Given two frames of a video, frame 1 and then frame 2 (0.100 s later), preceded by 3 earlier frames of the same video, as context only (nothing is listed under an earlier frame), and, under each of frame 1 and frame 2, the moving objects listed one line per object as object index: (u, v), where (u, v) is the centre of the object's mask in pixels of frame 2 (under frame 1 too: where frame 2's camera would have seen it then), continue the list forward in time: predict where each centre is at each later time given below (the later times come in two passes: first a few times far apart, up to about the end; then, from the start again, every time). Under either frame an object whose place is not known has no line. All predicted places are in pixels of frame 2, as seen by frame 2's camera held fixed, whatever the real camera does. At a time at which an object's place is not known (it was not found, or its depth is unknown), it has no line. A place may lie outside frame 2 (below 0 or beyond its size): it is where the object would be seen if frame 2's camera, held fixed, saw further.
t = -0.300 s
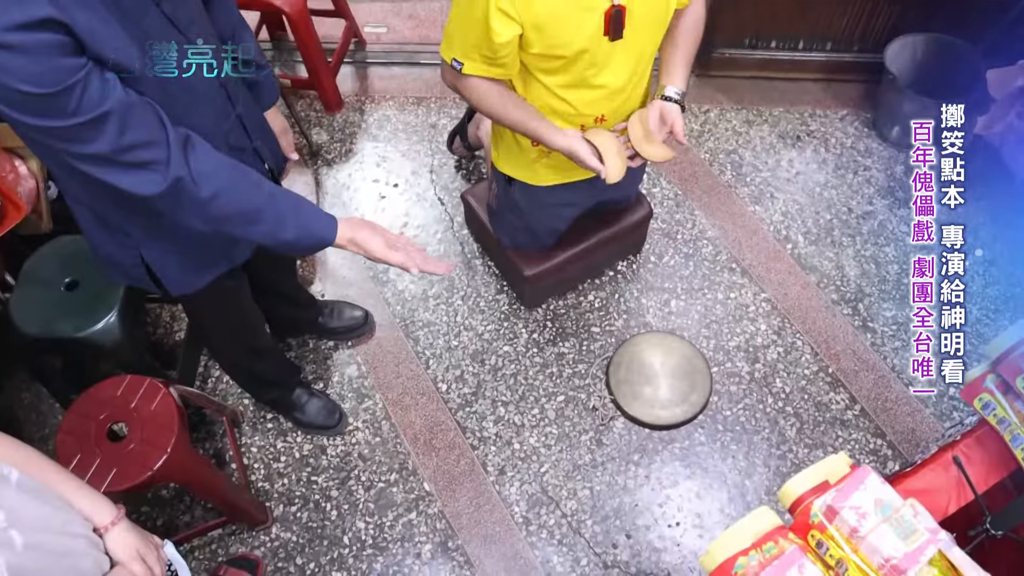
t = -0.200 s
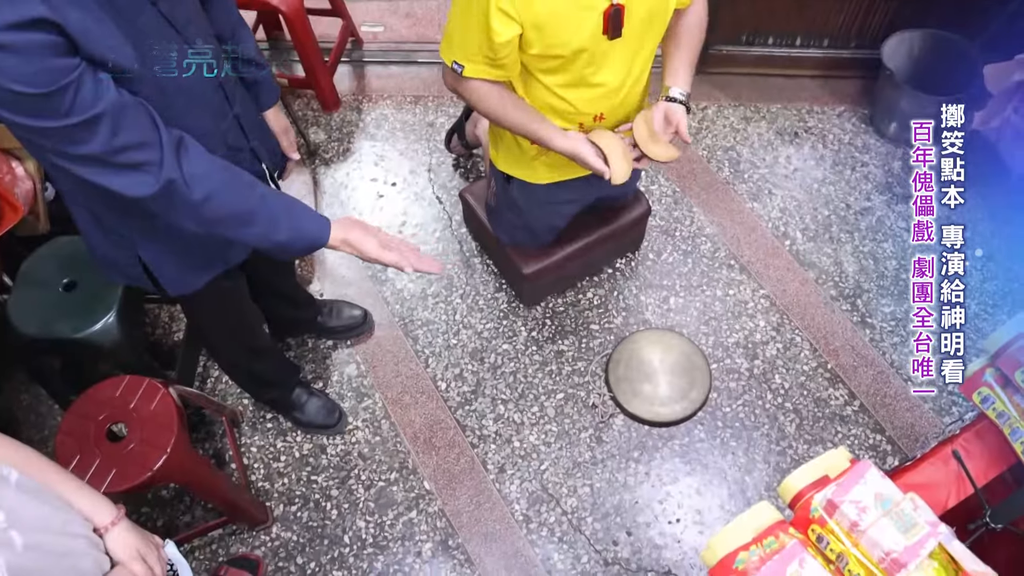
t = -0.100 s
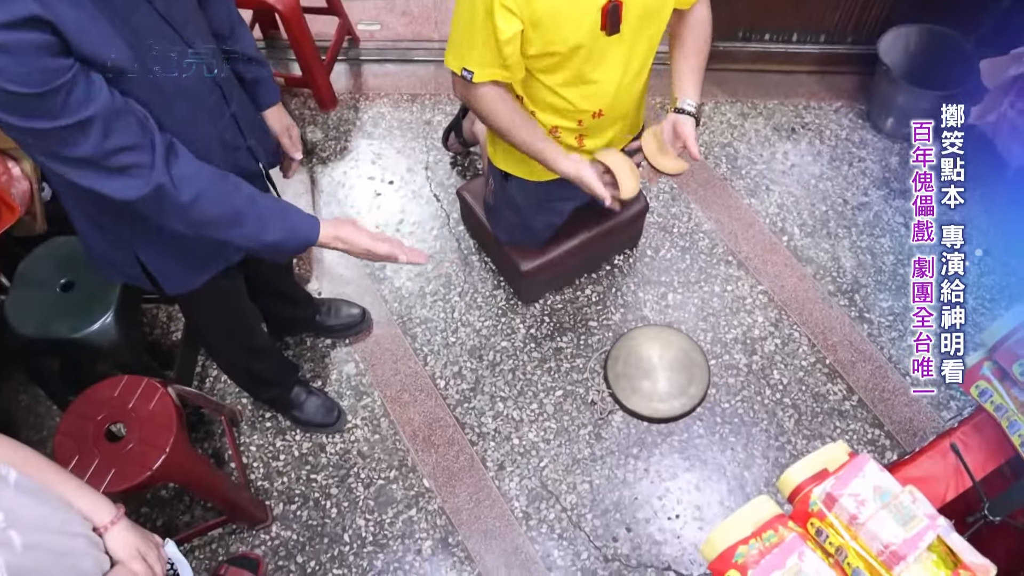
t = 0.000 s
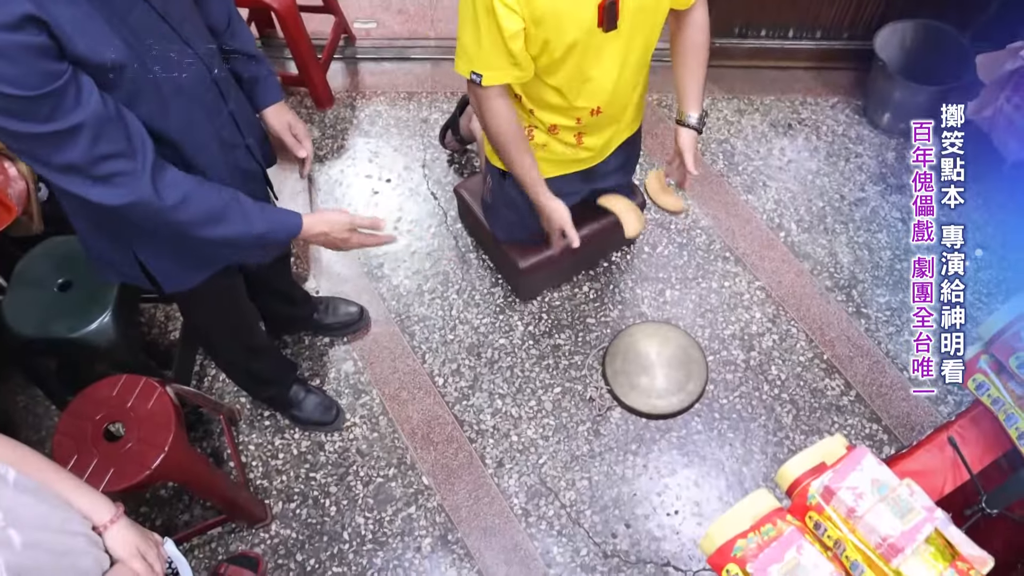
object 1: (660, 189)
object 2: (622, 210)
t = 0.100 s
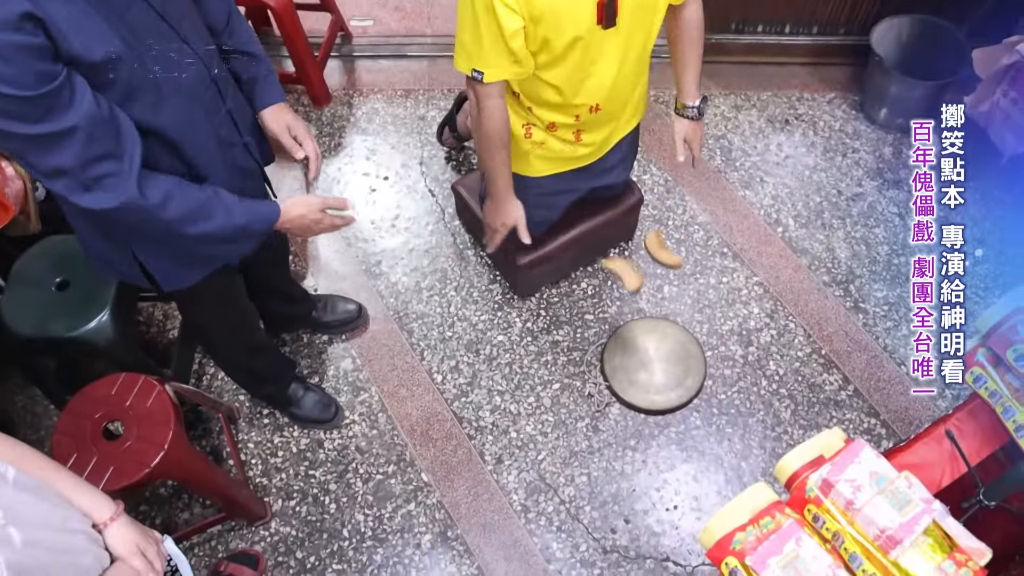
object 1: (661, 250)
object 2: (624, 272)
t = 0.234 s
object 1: (661, 324)
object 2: (627, 353)
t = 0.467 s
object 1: (704, 337)
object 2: (652, 386)
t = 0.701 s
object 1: (732, 390)
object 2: (667, 424)
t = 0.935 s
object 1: (767, 391)
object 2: (683, 419)
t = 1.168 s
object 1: (773, 375)
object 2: (686, 422)
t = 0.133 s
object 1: (661, 272)
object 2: (626, 297)
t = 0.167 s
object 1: (659, 295)
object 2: (625, 320)
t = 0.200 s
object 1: (656, 317)
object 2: (625, 343)
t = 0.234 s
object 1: (661, 324)
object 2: (627, 353)
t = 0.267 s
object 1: (666, 320)
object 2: (630, 353)
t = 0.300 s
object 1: (675, 317)
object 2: (635, 351)
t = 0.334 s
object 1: (680, 317)
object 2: (639, 355)
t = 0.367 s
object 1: (686, 320)
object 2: (644, 360)
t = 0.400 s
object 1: (693, 325)
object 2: (648, 368)
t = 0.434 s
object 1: (697, 329)
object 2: (649, 376)
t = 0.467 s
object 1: (704, 337)
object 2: (652, 386)
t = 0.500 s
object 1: (710, 344)
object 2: (651, 396)
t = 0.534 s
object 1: (712, 356)
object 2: (651, 409)
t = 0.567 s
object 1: (714, 367)
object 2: (653, 424)
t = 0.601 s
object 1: (714, 378)
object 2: (654, 435)
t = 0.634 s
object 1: (719, 382)
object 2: (658, 433)
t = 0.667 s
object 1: (727, 384)
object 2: (663, 429)
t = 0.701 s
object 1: (732, 390)
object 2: (667, 424)
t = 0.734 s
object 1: (738, 393)
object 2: (670, 422)
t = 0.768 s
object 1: (742, 392)
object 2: (673, 421)
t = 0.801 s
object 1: (747, 393)
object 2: (677, 420)
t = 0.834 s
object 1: (752, 393)
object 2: (679, 418)
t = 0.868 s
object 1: (758, 393)
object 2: (681, 418)
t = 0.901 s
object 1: (763, 393)
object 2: (682, 419)
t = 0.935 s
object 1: (767, 391)
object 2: (683, 419)
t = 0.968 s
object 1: (769, 389)
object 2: (684, 421)
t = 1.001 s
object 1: (774, 389)
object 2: (685, 422)
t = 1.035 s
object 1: (774, 386)
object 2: (686, 423)
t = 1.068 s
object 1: (774, 383)
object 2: (687, 423)
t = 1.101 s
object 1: (774, 378)
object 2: (686, 423)
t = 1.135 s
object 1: (773, 376)
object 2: (686, 422)
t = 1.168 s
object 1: (773, 375)
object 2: (686, 422)
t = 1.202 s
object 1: (771, 371)
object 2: (686, 423)
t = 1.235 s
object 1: (771, 370)
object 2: (686, 423)
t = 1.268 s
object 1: (770, 369)
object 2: (686, 423)
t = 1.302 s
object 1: (771, 369)
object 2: (686, 422)
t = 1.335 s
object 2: (686, 422)
